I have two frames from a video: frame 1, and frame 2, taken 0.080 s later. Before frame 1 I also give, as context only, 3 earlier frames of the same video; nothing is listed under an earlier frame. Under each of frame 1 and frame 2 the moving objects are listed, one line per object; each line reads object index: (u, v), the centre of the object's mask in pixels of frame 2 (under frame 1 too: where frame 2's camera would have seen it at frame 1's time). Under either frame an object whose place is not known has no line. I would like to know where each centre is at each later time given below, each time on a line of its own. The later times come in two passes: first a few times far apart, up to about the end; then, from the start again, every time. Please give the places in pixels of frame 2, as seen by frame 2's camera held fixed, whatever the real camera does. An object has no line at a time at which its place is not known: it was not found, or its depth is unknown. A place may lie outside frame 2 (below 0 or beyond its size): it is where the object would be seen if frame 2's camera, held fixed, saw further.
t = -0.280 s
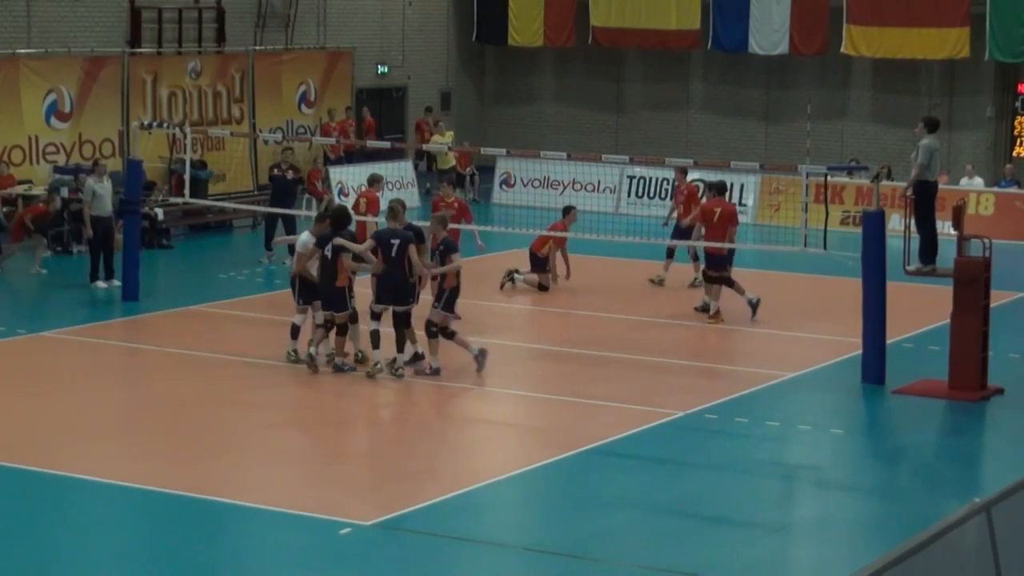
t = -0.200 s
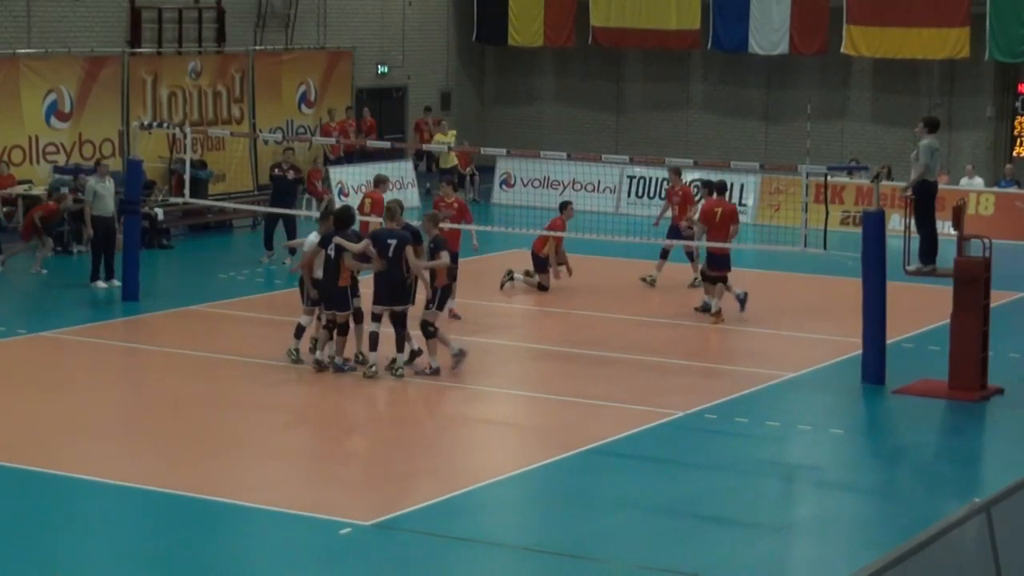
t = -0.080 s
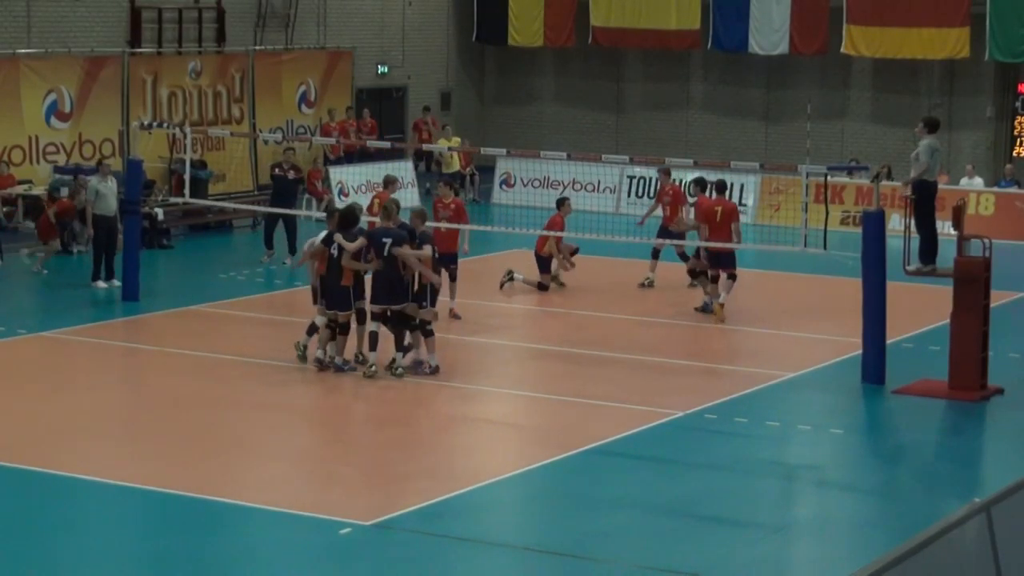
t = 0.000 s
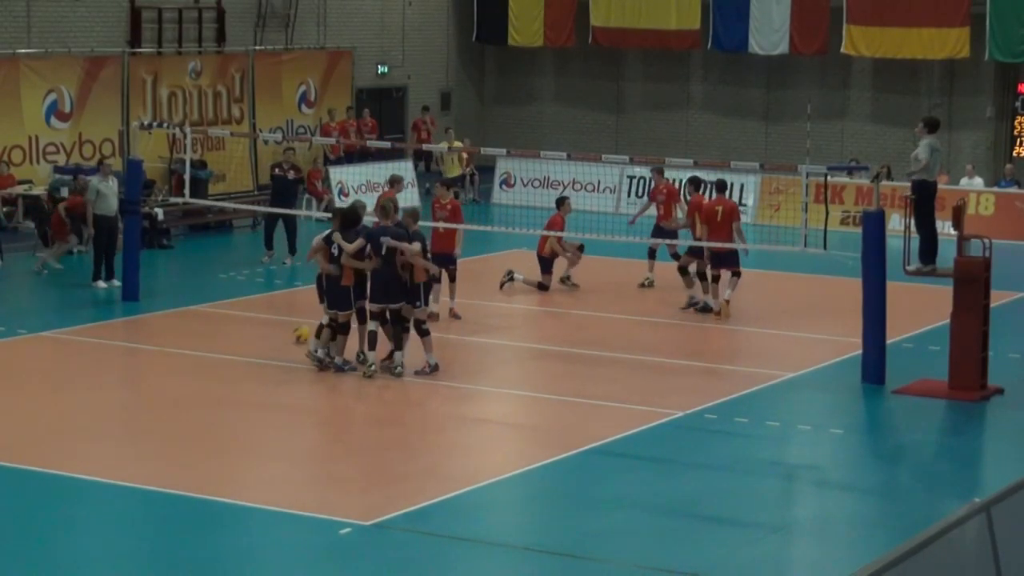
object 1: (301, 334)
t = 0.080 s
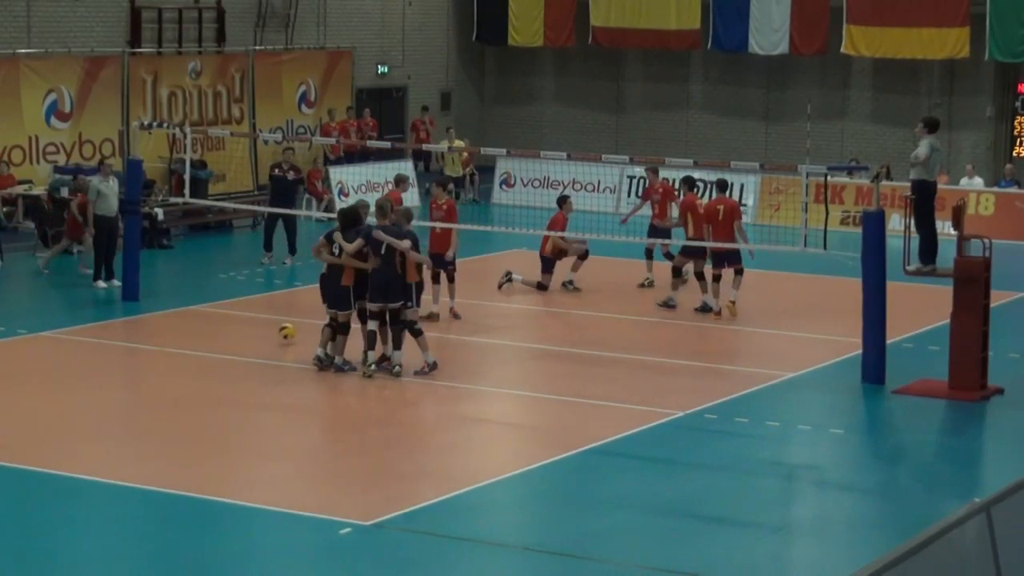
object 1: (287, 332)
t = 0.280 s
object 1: (252, 338)
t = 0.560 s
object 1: (202, 343)
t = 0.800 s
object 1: (160, 344)
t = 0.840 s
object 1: (153, 345)
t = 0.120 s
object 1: (280, 331)
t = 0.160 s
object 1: (273, 331)
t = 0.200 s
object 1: (266, 331)
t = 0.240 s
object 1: (260, 334)
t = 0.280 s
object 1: (252, 338)
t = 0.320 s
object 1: (245, 337)
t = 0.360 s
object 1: (238, 336)
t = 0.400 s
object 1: (231, 335)
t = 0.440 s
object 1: (223, 337)
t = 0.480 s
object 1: (216, 338)
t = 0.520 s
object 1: (210, 342)
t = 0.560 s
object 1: (202, 343)
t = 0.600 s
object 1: (195, 340)
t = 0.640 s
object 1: (188, 341)
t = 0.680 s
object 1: (181, 342)
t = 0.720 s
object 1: (174, 344)
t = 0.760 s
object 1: (166, 346)
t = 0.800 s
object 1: (160, 344)
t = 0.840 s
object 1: (153, 345)
